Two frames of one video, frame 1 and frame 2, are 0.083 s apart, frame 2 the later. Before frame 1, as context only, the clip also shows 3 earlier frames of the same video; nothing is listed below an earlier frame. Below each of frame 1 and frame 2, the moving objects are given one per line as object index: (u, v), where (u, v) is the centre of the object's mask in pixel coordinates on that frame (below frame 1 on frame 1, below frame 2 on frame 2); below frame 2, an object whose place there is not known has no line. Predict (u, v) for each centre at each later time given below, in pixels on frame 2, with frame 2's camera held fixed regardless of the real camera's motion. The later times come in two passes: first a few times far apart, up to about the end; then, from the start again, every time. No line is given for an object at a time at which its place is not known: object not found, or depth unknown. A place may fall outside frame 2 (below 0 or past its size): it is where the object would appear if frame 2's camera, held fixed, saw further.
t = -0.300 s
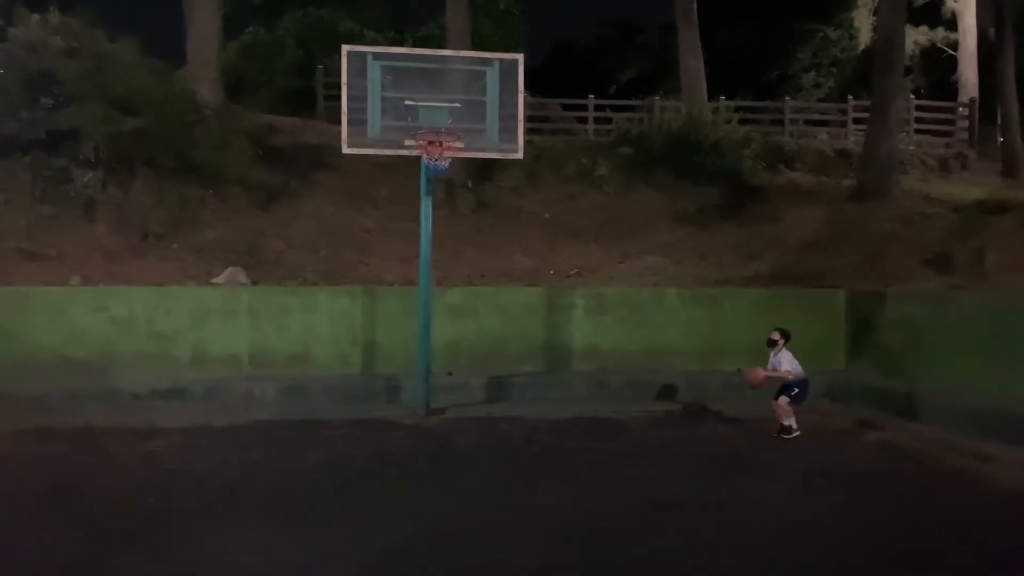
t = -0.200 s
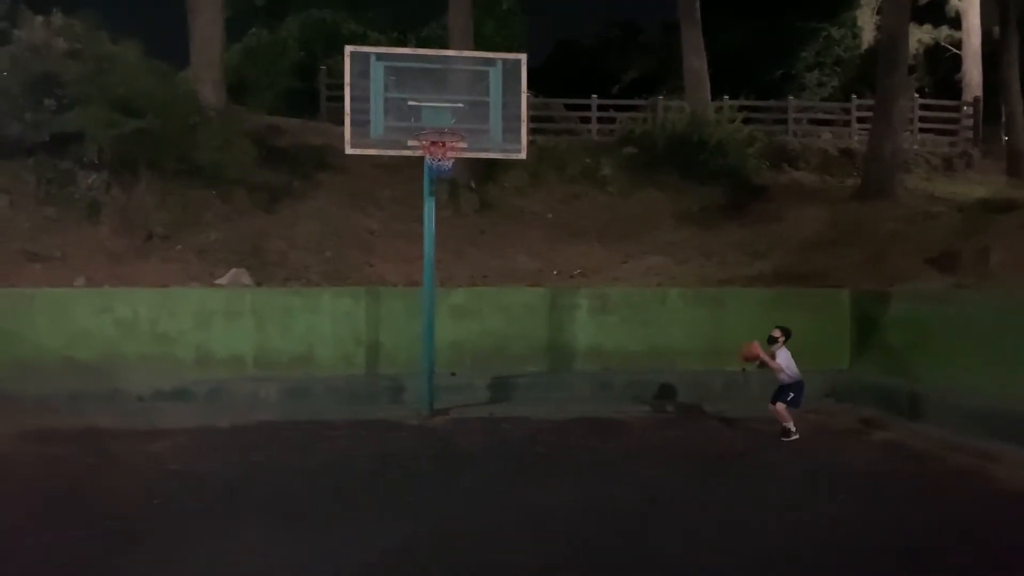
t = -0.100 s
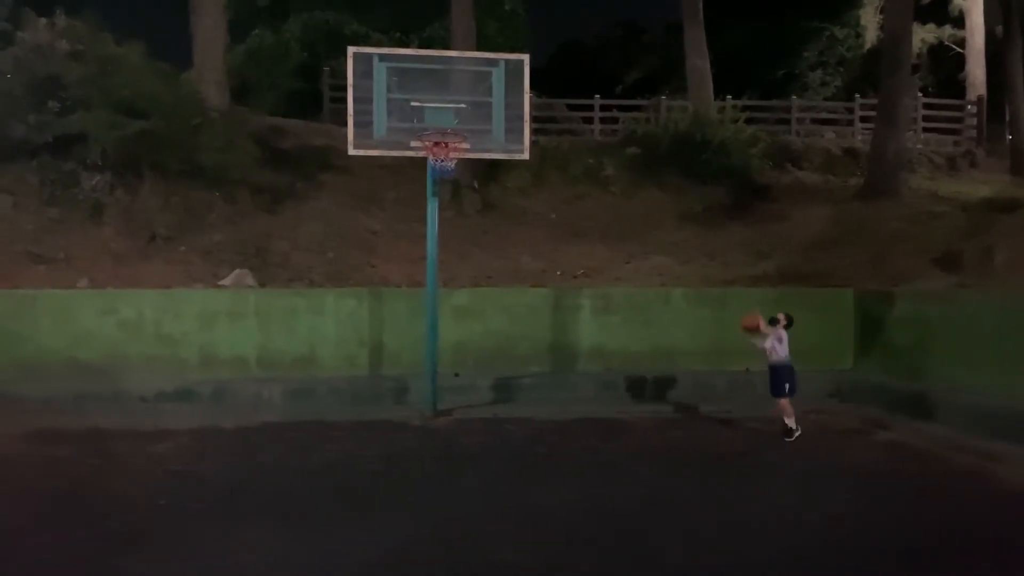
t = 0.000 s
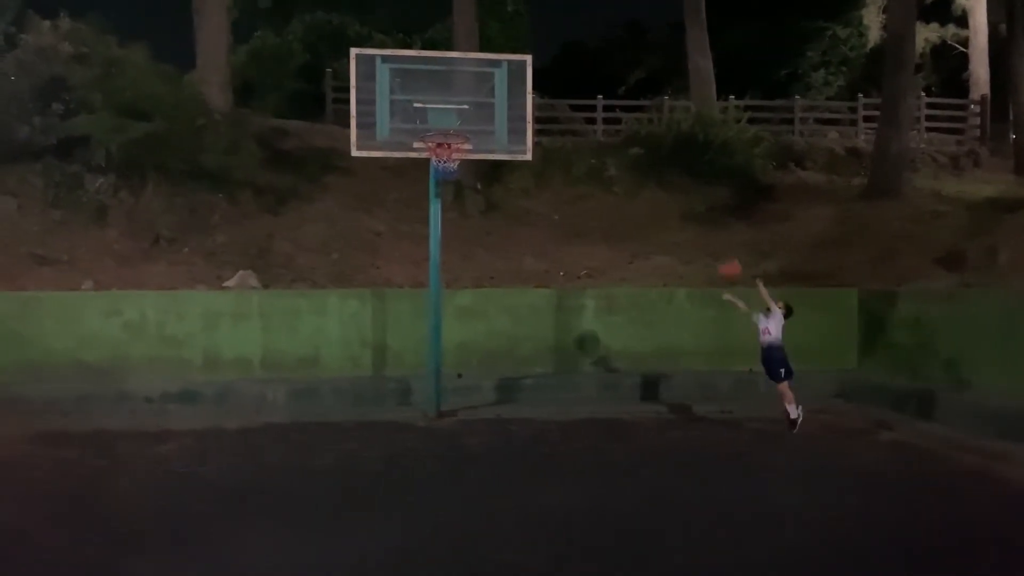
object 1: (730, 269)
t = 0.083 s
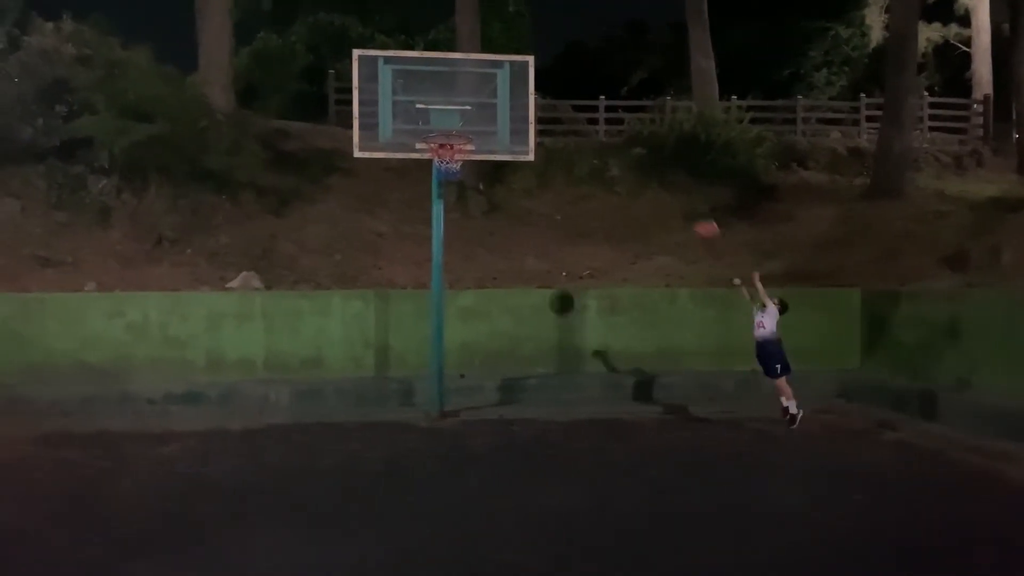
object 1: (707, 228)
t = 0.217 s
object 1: (663, 178)
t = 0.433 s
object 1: (591, 131)
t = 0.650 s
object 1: (520, 128)
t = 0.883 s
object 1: (487, 184)
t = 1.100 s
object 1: (505, 295)
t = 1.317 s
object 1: (520, 417)
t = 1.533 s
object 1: (552, 314)
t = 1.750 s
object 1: (581, 256)
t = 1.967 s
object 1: (611, 242)
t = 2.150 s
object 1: (635, 261)
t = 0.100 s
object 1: (701, 222)
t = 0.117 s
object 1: (695, 214)
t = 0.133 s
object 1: (691, 208)
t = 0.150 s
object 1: (684, 202)
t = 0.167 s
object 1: (679, 195)
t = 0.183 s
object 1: (674, 188)
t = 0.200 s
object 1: (668, 183)
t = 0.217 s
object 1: (663, 178)
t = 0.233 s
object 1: (657, 173)
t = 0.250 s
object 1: (652, 168)
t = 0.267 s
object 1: (647, 164)
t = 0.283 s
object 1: (641, 159)
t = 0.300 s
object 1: (636, 155)
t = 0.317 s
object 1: (630, 151)
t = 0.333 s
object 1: (625, 147)
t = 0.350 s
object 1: (619, 144)
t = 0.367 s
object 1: (613, 141)
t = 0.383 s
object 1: (608, 138)
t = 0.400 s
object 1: (603, 135)
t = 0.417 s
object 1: (597, 134)
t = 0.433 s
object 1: (591, 131)
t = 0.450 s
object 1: (587, 130)
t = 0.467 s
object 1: (580, 127)
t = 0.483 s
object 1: (574, 126)
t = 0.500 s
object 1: (569, 125)
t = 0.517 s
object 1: (563, 124)
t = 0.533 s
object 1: (558, 123)
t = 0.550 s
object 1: (553, 123)
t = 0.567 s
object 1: (547, 123)
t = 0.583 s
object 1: (543, 123)
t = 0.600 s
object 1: (537, 124)
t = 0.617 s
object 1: (531, 125)
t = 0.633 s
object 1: (525, 126)
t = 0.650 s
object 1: (520, 128)
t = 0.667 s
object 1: (514, 128)
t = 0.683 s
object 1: (510, 131)
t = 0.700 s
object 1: (504, 132)
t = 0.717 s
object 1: (499, 135)
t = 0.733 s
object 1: (492, 138)
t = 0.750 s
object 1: (487, 140)
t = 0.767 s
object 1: (483, 145)
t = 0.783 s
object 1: (479, 149)
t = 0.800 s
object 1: (481, 153)
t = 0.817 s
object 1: (484, 161)
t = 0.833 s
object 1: (485, 166)
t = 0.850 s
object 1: (486, 171)
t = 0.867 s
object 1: (487, 177)
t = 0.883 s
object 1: (487, 184)
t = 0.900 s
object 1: (489, 190)
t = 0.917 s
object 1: (490, 198)
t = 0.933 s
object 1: (491, 205)
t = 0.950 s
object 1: (491, 212)
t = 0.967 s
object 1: (493, 220)
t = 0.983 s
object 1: (495, 228)
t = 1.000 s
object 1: (496, 236)
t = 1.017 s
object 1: (497, 245)
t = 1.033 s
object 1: (498, 254)
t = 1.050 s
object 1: (499, 264)
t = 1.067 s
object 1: (501, 273)
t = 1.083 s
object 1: (503, 284)
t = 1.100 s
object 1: (505, 295)
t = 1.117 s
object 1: (506, 302)
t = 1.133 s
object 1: (508, 315)
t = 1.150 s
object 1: (509, 325)
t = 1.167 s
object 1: (510, 335)
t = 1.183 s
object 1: (511, 346)
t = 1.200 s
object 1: (513, 357)
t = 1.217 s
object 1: (513, 367)
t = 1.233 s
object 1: (514, 380)
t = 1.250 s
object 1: (515, 392)
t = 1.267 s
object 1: (516, 403)
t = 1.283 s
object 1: (516, 416)
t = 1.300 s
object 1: (519, 424)
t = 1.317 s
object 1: (520, 417)
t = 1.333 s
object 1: (523, 407)
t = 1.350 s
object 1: (526, 398)
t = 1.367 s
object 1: (528, 390)
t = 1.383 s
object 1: (530, 381)
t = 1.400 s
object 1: (533, 374)
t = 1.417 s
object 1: (535, 365)
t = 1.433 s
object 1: (539, 357)
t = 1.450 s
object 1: (541, 350)
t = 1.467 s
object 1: (544, 343)
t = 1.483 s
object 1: (546, 333)
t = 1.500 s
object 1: (548, 328)
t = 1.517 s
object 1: (549, 321)
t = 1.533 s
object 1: (552, 314)
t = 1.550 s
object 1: (555, 309)
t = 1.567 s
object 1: (557, 304)
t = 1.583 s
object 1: (559, 297)
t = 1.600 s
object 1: (561, 292)
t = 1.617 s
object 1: (563, 287)
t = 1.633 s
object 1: (564, 283)
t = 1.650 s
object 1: (567, 278)
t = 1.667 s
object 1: (571, 273)
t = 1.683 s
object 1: (572, 270)
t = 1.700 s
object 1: (574, 267)
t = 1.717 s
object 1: (578, 263)
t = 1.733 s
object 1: (580, 260)
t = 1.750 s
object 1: (581, 256)
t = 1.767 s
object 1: (583, 254)
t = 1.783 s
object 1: (587, 250)
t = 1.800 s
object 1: (589, 248)
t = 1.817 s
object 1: (592, 247)
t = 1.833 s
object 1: (592, 246)
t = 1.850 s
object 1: (595, 244)
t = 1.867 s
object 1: (598, 243)
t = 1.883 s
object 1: (600, 242)
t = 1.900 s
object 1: (602, 242)
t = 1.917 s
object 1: (605, 241)
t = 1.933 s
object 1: (607, 241)
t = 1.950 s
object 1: (609, 241)
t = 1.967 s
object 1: (611, 242)
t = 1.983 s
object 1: (613, 242)
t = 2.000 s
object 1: (616, 243)
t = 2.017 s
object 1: (617, 244)
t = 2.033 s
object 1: (620, 245)
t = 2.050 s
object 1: (622, 246)
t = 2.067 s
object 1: (624, 248)
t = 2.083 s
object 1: (627, 251)
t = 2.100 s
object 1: (629, 253)
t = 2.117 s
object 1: (631, 256)
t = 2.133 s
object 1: (633, 258)
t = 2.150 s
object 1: (635, 261)
